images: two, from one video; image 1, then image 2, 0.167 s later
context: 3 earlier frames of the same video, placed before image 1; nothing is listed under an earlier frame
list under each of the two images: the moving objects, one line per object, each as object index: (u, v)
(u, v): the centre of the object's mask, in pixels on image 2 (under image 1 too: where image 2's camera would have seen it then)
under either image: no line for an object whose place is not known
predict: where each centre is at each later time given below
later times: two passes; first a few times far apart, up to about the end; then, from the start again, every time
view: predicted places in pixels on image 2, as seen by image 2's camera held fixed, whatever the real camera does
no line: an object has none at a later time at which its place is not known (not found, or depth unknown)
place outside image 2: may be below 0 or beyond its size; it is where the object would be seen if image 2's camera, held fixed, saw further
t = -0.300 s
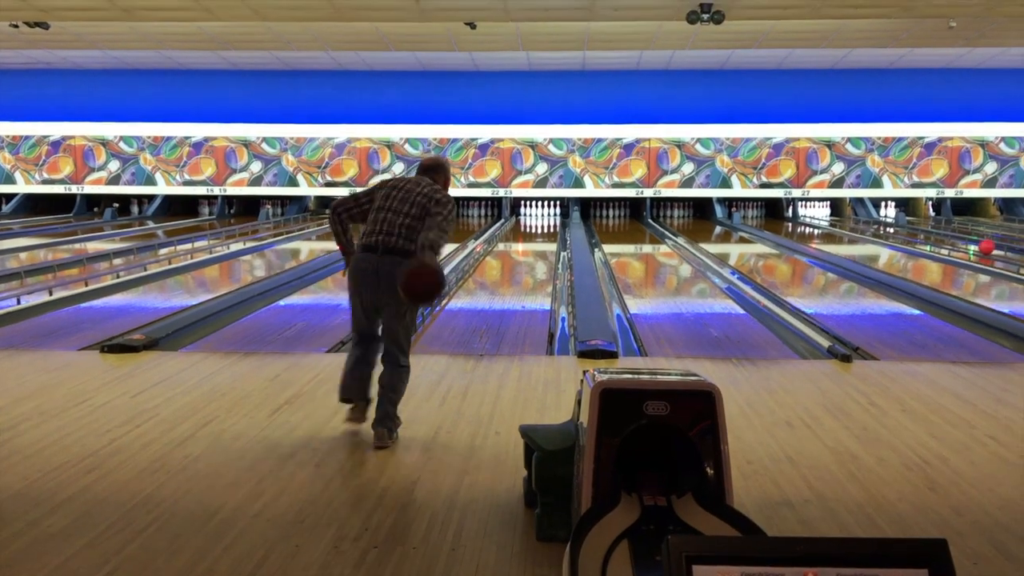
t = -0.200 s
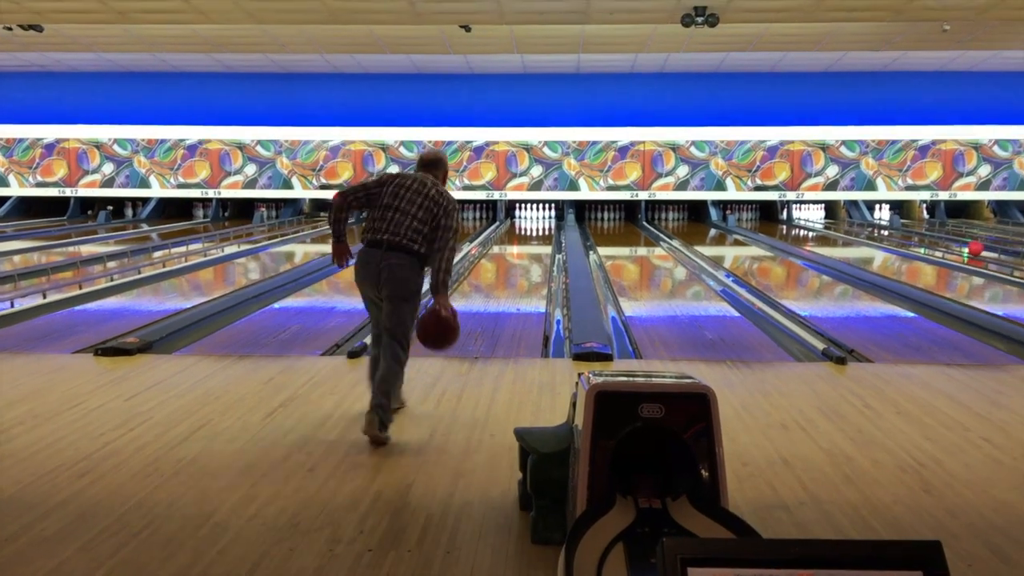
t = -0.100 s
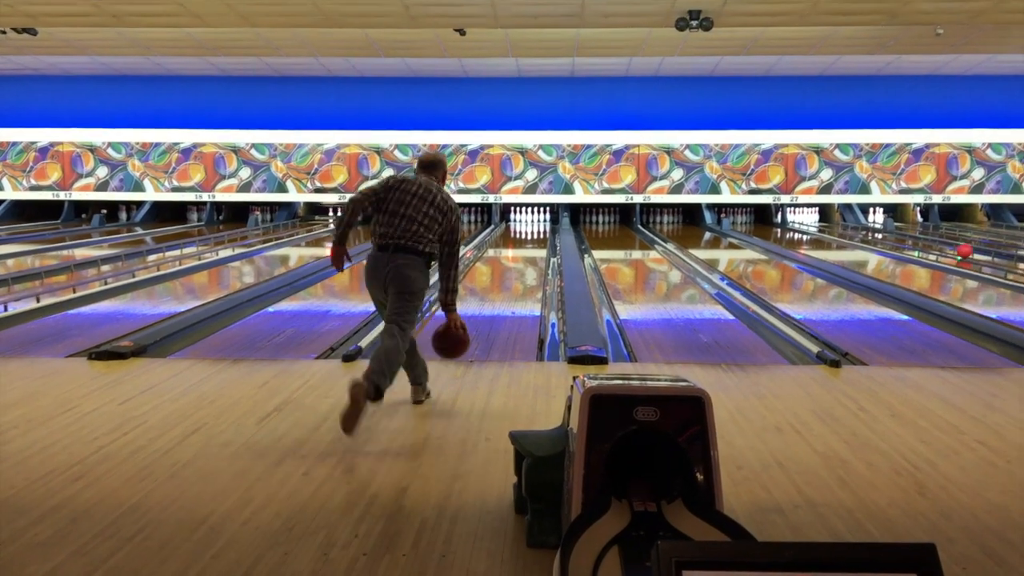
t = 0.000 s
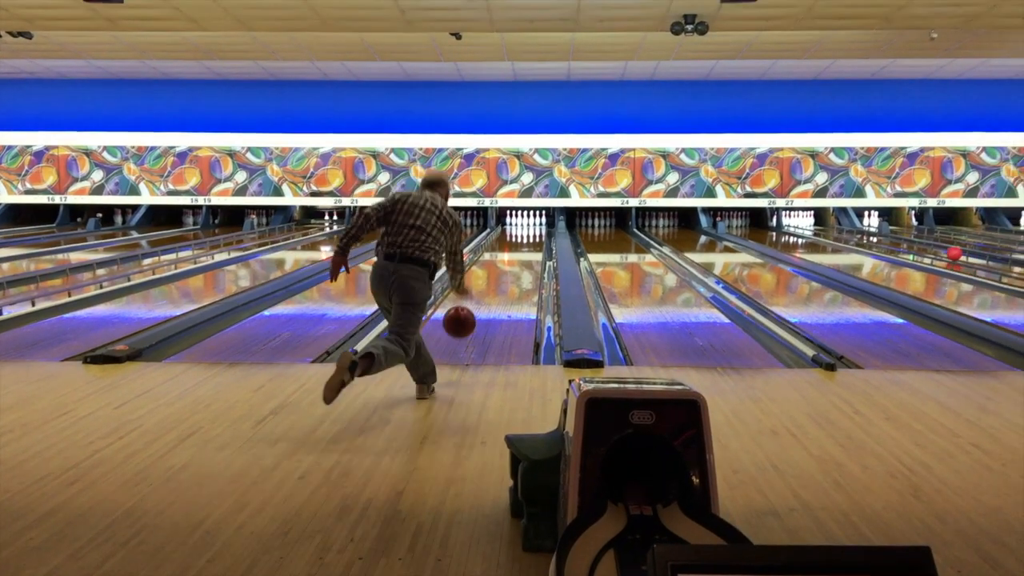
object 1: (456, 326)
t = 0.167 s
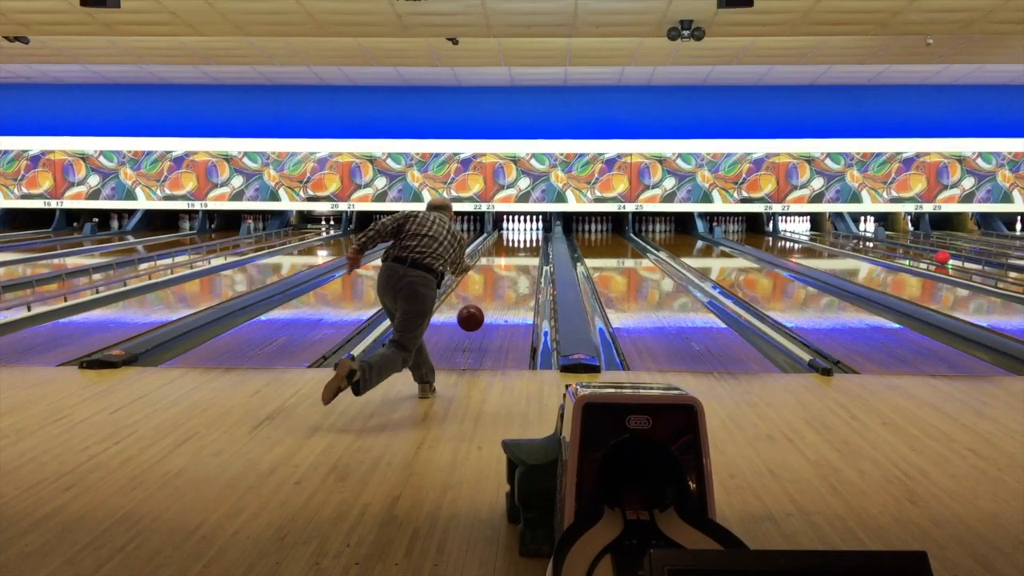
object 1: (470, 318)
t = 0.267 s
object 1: (477, 321)
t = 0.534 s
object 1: (489, 293)
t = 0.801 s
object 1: (496, 274)
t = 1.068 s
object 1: (502, 261)
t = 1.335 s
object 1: (506, 251)
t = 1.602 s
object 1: (510, 243)
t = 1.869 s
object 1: (512, 237)
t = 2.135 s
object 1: (514, 232)
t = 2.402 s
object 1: (516, 228)
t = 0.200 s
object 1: (473, 320)
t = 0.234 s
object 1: (475, 324)
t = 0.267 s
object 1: (477, 321)
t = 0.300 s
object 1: (478, 316)
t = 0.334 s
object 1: (480, 312)
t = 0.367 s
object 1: (482, 309)
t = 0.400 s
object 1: (483, 305)
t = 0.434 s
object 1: (485, 302)
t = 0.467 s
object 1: (486, 299)
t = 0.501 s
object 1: (488, 296)
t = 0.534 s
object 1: (489, 293)
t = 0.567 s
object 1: (490, 290)
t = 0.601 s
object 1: (491, 287)
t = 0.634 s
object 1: (492, 285)
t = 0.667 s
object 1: (493, 282)
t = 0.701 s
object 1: (494, 281)
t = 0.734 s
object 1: (495, 278)
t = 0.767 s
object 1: (496, 276)
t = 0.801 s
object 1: (496, 274)
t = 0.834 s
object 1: (497, 272)
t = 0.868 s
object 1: (498, 270)
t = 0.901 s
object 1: (499, 268)
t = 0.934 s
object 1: (500, 266)
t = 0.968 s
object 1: (500, 265)
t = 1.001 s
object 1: (501, 263)
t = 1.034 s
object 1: (502, 262)
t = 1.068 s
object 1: (502, 261)
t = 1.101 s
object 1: (503, 260)
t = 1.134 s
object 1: (503, 258)
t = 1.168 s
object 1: (504, 257)
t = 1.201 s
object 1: (504, 256)
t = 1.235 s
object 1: (505, 254)
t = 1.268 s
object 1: (506, 253)
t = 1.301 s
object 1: (506, 252)
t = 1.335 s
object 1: (506, 251)
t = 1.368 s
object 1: (507, 250)
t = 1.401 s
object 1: (508, 249)
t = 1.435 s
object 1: (508, 248)
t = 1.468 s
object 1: (508, 247)
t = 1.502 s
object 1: (509, 246)
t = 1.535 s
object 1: (509, 245)
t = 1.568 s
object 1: (509, 244)
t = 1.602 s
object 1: (510, 243)
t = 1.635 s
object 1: (510, 242)
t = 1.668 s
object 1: (510, 241)
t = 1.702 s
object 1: (510, 241)
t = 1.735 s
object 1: (511, 240)
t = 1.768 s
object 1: (511, 239)
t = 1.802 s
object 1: (511, 238)
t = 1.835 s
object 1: (512, 237)
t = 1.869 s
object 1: (512, 237)
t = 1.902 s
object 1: (512, 236)
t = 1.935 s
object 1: (512, 235)
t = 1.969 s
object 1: (513, 235)
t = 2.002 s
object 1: (514, 234)
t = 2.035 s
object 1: (513, 234)
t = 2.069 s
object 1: (513, 233)
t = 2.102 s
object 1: (514, 232)
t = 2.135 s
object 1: (514, 232)
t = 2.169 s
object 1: (515, 231)
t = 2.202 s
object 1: (515, 231)
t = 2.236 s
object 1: (515, 230)
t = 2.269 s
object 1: (515, 230)
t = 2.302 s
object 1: (515, 230)
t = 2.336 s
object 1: (515, 229)
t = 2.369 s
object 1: (515, 229)
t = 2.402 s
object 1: (516, 228)
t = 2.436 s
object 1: (516, 228)
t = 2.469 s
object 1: (514, 227)
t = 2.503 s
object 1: (512, 227)
